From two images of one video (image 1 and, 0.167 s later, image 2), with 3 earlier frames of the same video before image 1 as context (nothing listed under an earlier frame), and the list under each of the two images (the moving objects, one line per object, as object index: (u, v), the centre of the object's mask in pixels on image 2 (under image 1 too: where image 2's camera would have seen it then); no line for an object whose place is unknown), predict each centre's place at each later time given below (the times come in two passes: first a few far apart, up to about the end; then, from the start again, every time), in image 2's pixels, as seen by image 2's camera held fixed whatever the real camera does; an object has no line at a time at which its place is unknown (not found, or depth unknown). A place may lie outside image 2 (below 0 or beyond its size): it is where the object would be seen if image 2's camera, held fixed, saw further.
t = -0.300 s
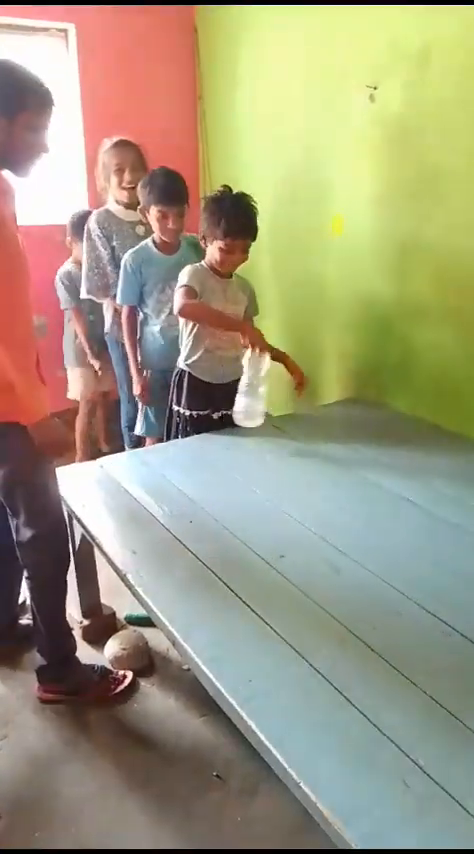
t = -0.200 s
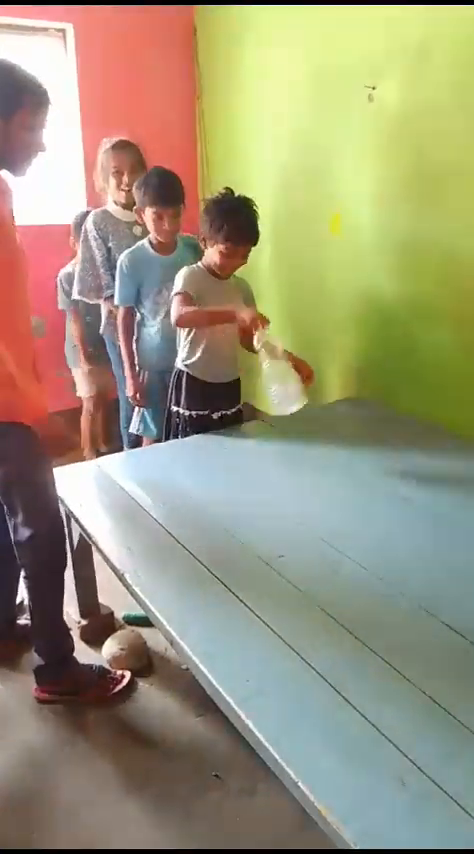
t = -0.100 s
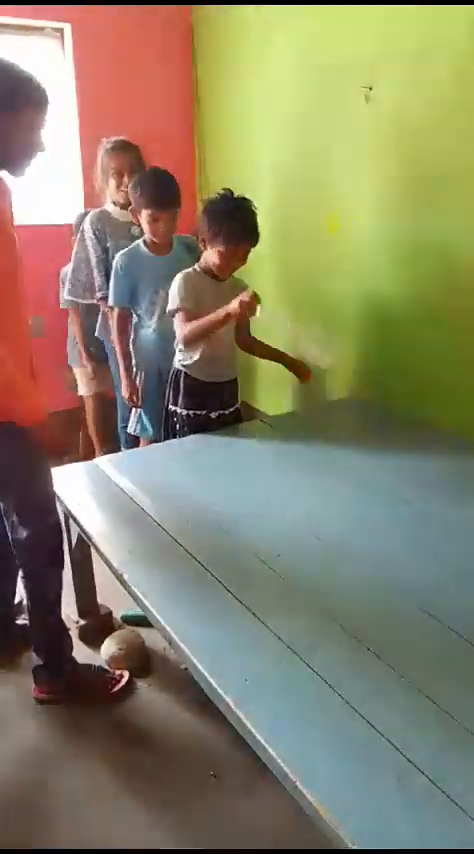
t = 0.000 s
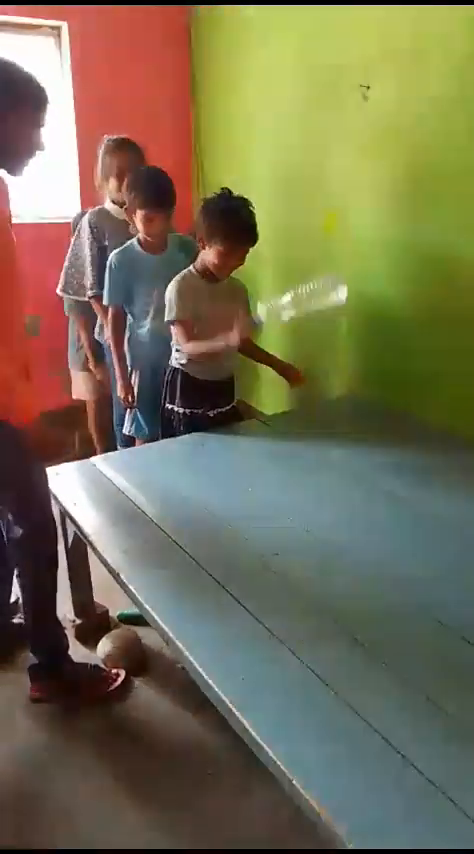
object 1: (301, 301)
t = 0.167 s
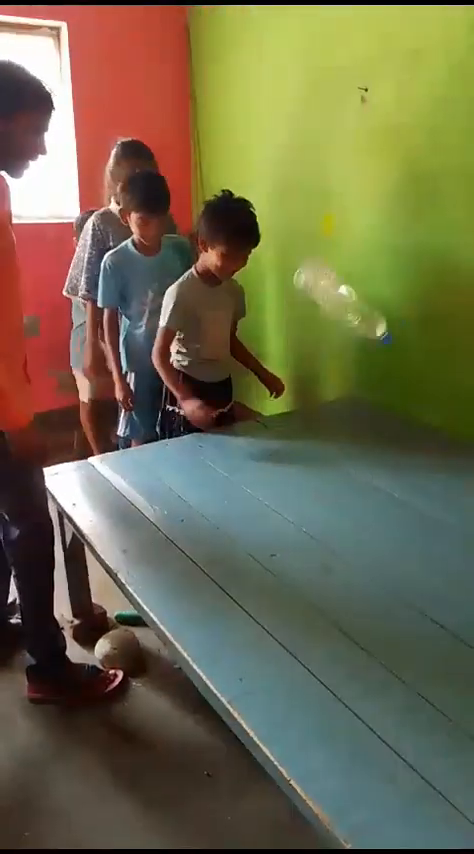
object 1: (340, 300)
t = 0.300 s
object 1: (334, 347)
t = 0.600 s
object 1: (315, 466)
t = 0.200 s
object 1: (341, 304)
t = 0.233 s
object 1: (340, 313)
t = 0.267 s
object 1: (337, 327)
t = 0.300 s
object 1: (334, 347)
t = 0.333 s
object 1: (328, 374)
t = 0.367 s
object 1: (324, 404)
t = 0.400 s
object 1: (319, 440)
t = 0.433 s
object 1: (318, 456)
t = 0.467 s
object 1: (318, 457)
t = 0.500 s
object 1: (317, 459)
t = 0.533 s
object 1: (316, 460)
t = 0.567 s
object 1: (315, 463)
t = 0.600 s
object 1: (315, 466)
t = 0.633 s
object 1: (317, 470)
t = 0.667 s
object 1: (320, 477)
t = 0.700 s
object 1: (323, 488)
